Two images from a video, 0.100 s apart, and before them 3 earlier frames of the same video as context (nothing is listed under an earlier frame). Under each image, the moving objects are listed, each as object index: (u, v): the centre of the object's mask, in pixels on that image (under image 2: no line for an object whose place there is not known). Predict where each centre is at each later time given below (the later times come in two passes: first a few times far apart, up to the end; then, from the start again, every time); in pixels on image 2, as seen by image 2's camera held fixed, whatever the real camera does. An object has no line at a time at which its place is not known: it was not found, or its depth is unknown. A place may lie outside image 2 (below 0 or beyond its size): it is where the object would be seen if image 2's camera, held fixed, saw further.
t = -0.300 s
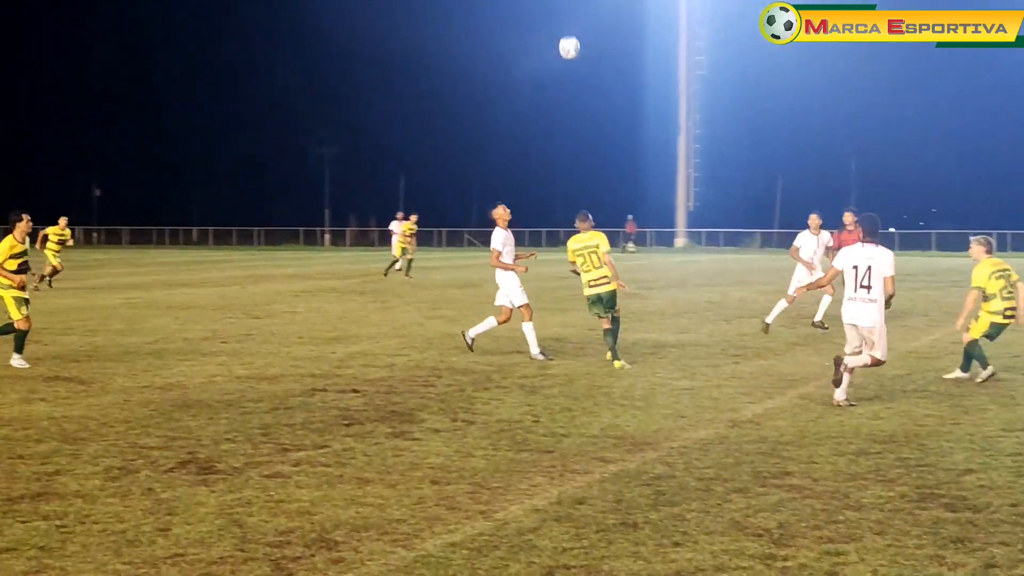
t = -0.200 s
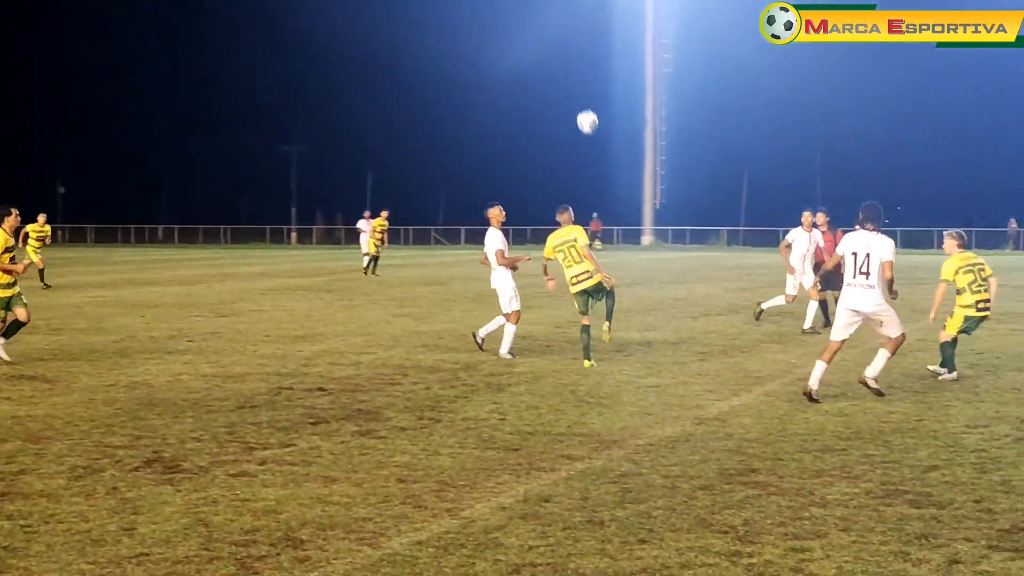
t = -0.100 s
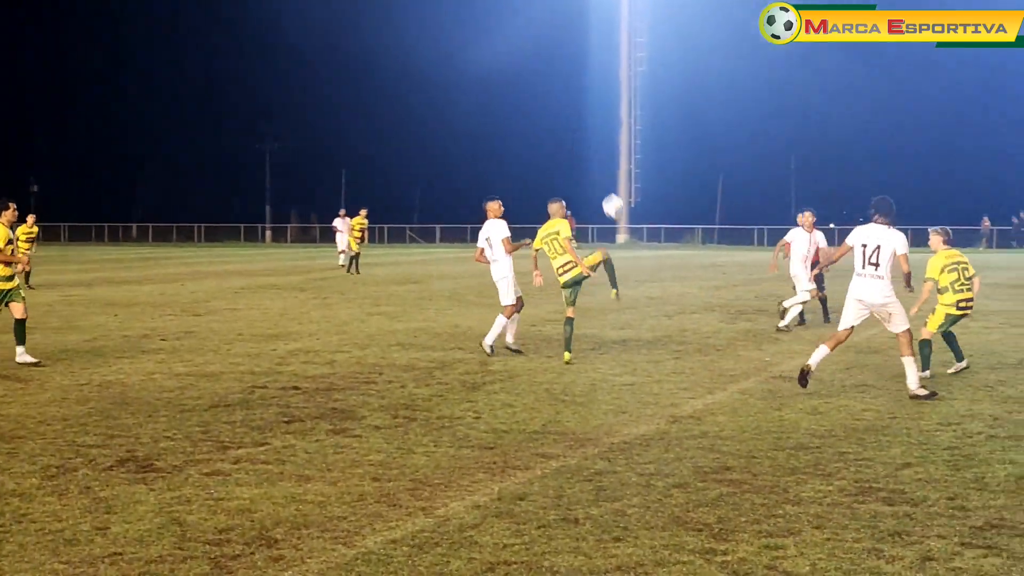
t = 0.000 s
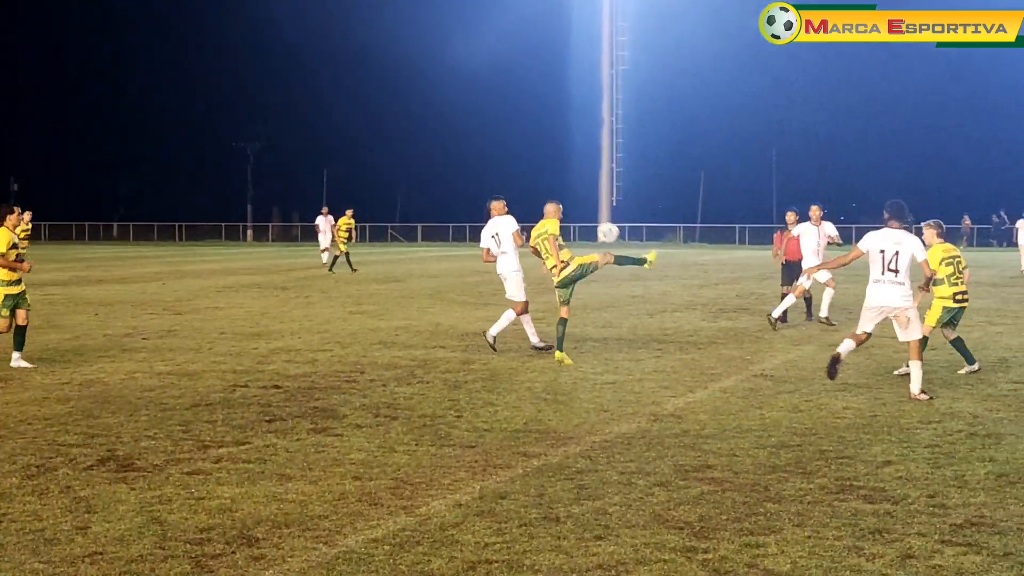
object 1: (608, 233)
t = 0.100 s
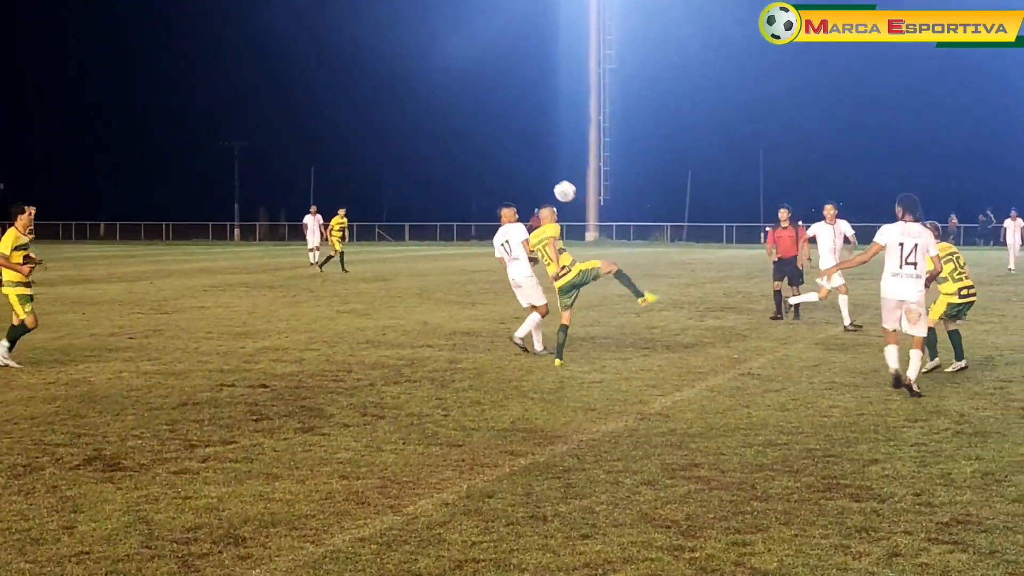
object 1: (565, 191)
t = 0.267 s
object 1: (507, 145)
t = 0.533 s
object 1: (426, 128)
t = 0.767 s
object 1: (368, 164)
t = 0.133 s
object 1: (553, 180)
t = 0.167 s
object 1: (541, 170)
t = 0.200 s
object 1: (530, 161)
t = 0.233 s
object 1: (518, 153)
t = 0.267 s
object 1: (507, 145)
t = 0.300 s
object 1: (495, 140)
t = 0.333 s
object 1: (485, 135)
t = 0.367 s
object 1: (475, 131)
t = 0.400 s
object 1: (464, 128)
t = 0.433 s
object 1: (454, 127)
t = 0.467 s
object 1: (445, 126)
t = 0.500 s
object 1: (435, 126)
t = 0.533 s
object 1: (426, 128)
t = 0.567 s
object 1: (417, 130)
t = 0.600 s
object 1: (409, 133)
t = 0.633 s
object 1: (400, 137)
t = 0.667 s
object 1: (392, 143)
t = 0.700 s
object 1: (384, 149)
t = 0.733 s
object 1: (376, 156)
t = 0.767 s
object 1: (368, 164)
